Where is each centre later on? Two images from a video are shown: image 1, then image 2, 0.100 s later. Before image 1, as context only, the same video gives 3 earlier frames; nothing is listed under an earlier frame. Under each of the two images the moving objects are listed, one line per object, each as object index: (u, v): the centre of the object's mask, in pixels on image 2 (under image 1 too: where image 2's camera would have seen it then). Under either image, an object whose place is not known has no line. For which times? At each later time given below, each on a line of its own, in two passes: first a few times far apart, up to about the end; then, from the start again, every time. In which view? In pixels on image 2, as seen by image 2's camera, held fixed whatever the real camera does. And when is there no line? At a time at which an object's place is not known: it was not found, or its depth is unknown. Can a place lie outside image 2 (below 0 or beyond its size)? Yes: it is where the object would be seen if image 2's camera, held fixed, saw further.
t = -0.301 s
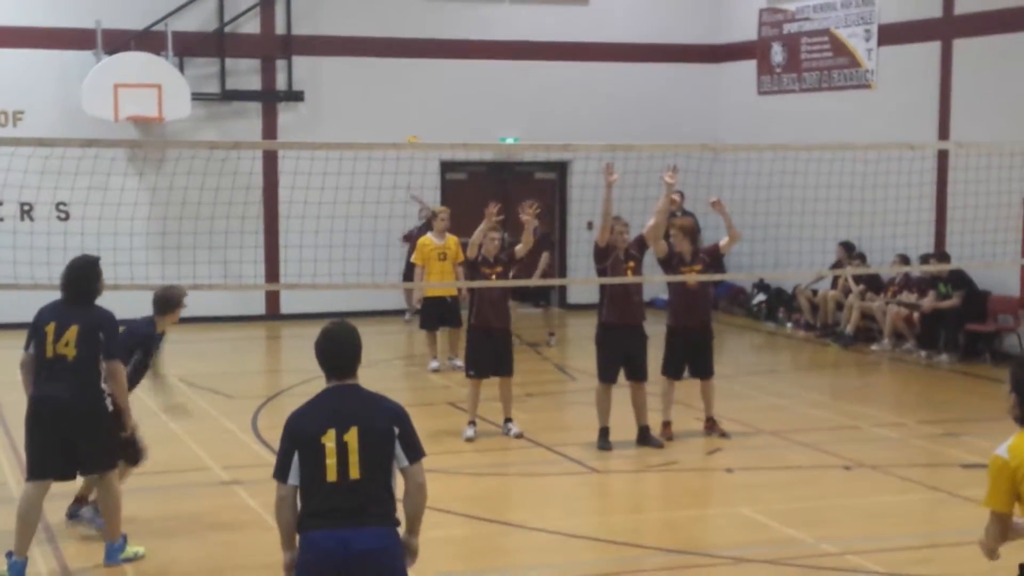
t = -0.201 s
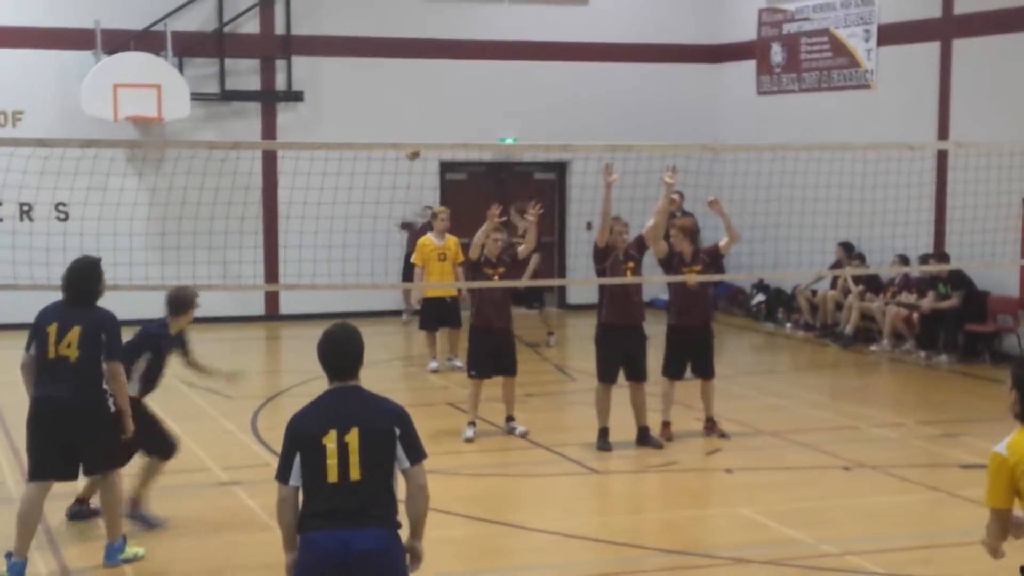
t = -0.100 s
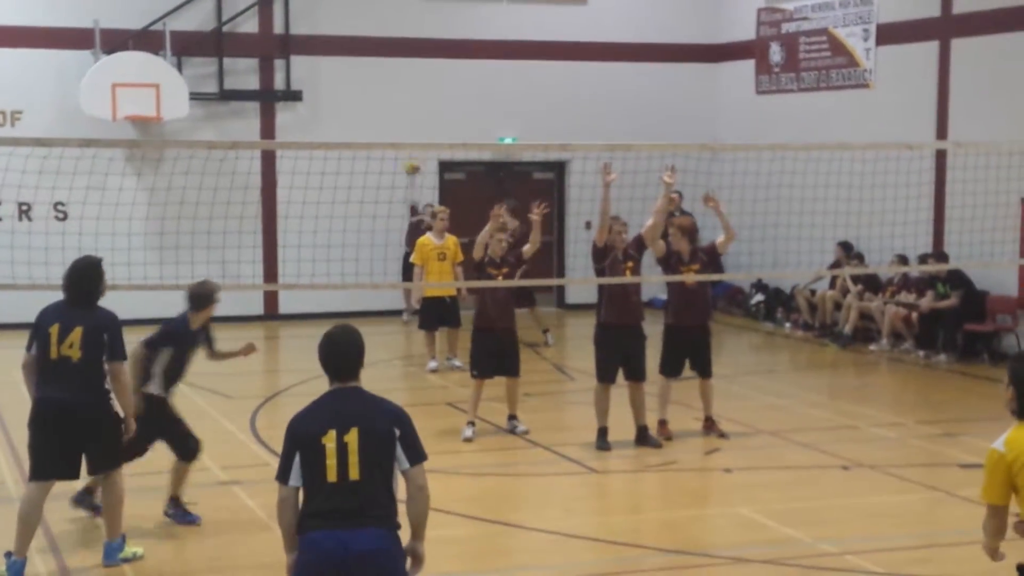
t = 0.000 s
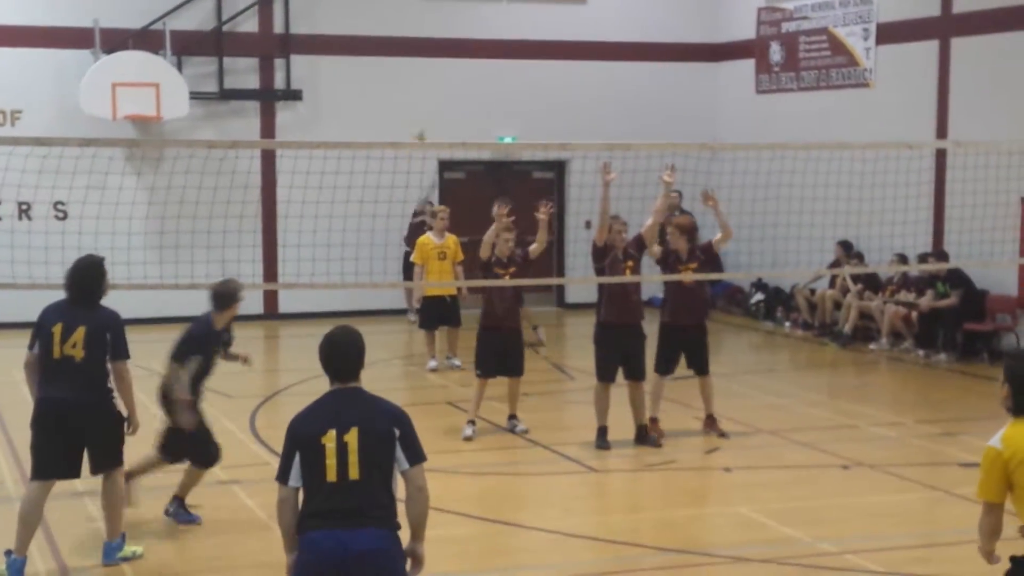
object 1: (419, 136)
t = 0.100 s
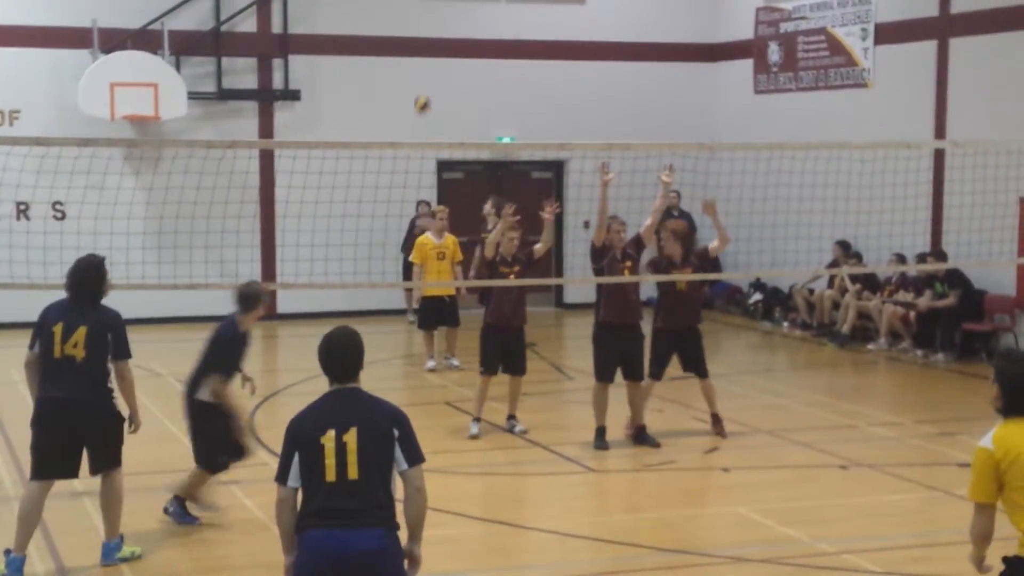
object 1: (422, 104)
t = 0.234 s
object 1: (429, 66)
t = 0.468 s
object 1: (450, 28)
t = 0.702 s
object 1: (474, 47)
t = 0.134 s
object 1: (424, 95)
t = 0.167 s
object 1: (426, 85)
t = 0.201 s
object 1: (428, 76)
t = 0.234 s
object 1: (429, 66)
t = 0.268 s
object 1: (432, 58)
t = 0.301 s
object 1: (434, 50)
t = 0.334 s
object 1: (437, 44)
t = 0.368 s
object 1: (440, 39)
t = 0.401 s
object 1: (444, 34)
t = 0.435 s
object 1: (447, 30)
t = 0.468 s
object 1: (450, 28)
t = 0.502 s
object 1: (453, 27)
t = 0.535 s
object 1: (457, 26)
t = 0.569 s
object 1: (460, 28)
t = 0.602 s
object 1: (463, 30)
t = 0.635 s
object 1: (466, 34)
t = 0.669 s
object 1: (469, 40)
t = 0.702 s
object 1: (474, 47)
